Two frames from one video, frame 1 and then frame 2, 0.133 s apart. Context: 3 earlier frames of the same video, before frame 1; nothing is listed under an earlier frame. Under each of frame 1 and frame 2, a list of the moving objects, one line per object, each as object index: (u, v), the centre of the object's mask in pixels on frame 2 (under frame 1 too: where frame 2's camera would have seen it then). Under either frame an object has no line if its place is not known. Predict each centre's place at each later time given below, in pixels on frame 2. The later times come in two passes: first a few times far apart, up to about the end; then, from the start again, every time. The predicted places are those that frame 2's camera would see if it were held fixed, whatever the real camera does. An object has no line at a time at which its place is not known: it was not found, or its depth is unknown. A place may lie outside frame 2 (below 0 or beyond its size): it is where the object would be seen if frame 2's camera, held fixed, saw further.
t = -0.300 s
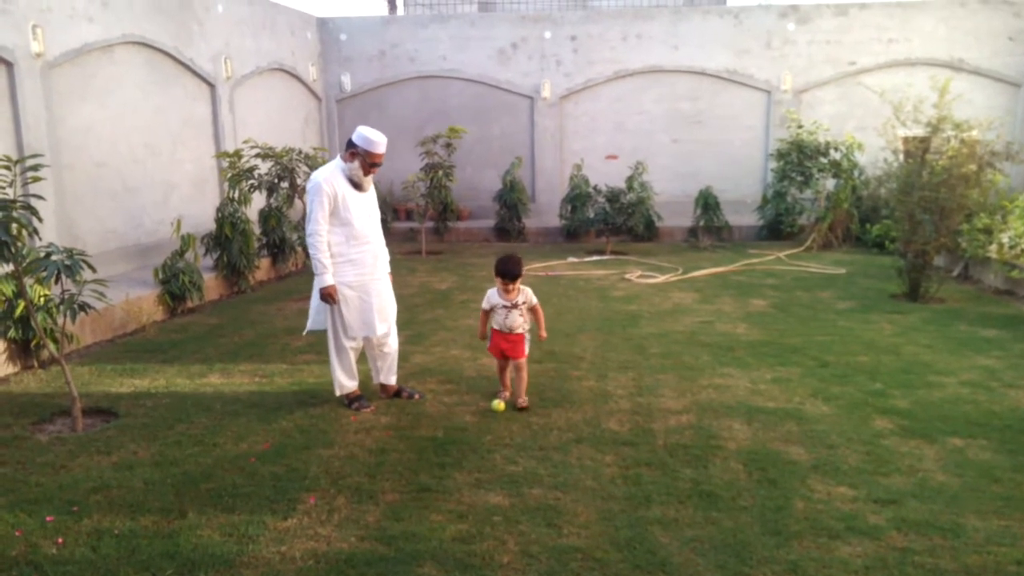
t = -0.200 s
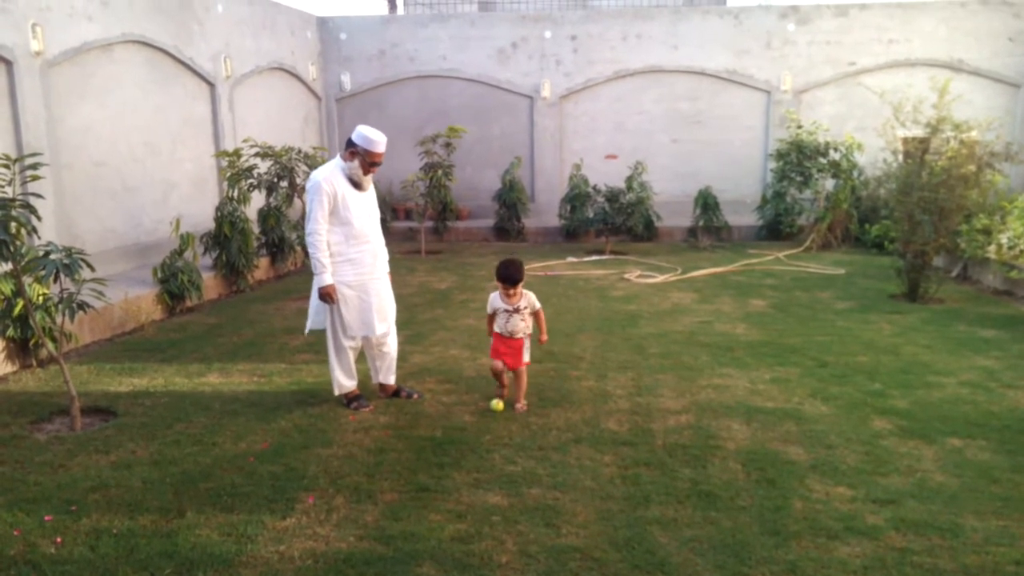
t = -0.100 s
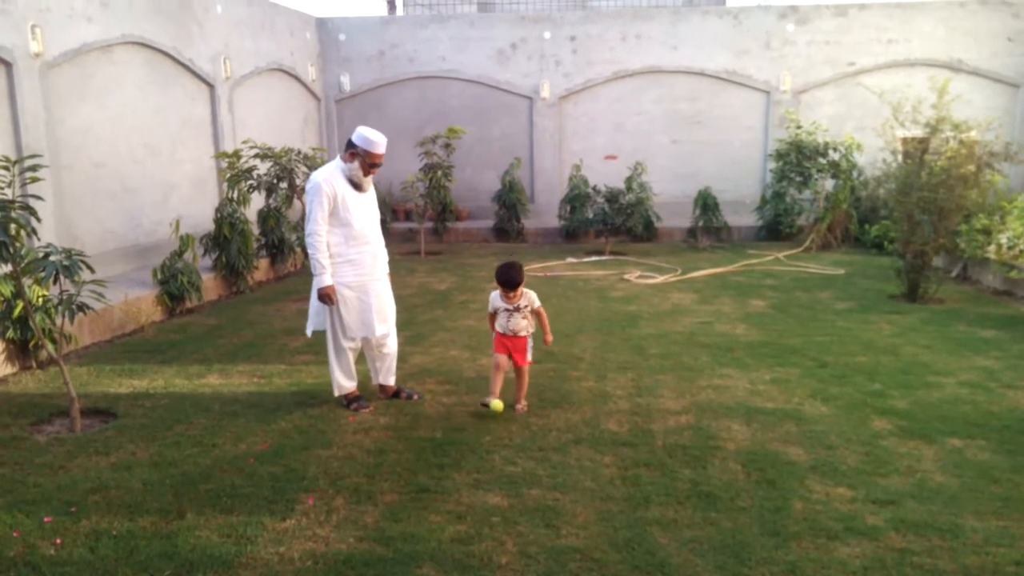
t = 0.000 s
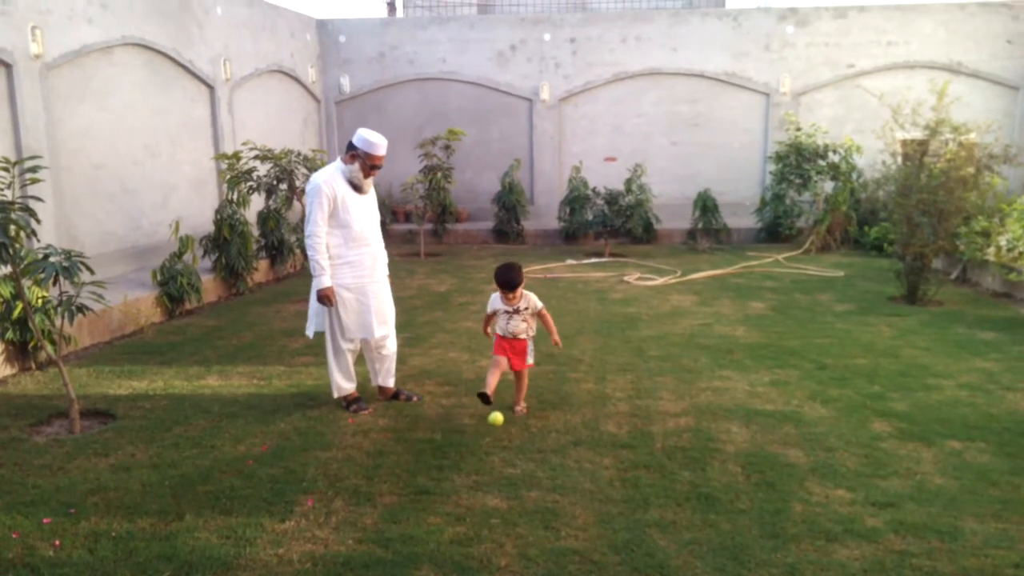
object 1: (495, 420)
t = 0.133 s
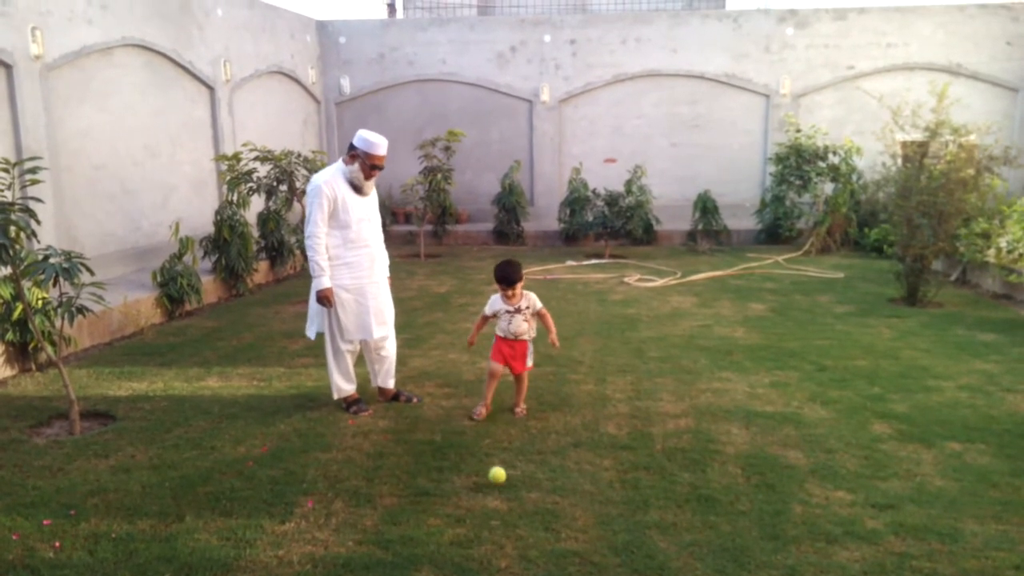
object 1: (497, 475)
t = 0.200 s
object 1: (500, 490)
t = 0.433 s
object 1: (518, 541)
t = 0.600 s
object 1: (532, 578)
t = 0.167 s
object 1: (498, 490)
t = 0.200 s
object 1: (500, 490)
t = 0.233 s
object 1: (502, 492)
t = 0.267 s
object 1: (504, 497)
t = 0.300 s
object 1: (506, 506)
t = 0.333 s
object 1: (508, 518)
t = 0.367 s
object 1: (512, 530)
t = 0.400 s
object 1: (515, 537)
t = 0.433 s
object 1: (518, 541)
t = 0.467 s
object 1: (520, 548)
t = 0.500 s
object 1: (523, 558)
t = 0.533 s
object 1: (526, 567)
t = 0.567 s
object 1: (529, 573)
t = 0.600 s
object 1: (532, 578)
